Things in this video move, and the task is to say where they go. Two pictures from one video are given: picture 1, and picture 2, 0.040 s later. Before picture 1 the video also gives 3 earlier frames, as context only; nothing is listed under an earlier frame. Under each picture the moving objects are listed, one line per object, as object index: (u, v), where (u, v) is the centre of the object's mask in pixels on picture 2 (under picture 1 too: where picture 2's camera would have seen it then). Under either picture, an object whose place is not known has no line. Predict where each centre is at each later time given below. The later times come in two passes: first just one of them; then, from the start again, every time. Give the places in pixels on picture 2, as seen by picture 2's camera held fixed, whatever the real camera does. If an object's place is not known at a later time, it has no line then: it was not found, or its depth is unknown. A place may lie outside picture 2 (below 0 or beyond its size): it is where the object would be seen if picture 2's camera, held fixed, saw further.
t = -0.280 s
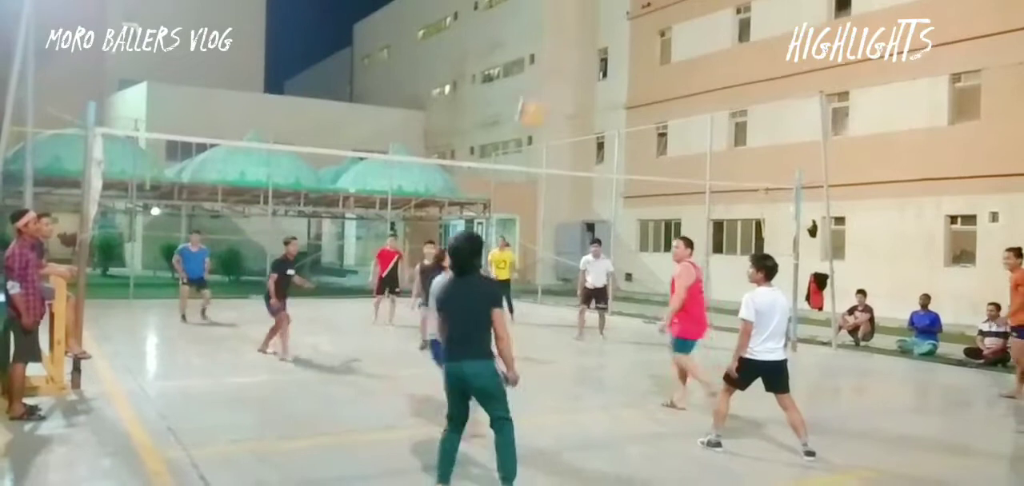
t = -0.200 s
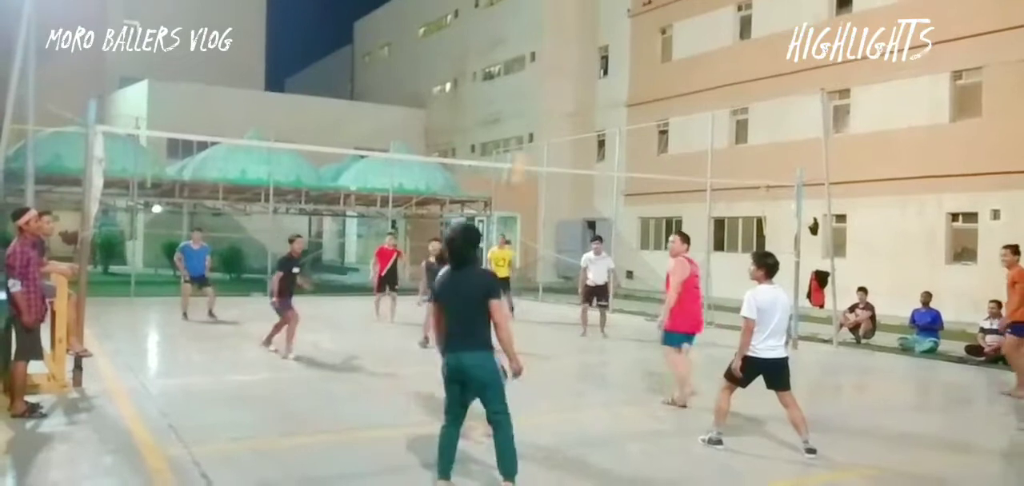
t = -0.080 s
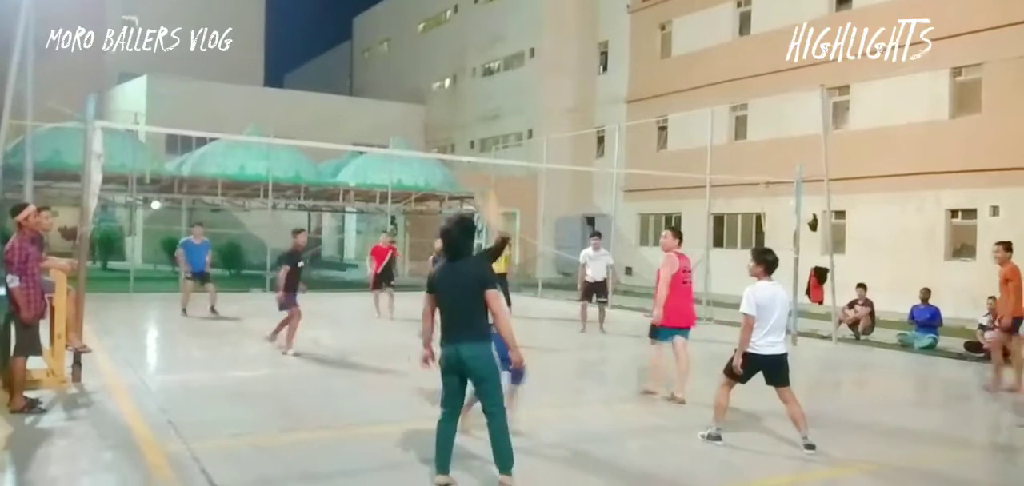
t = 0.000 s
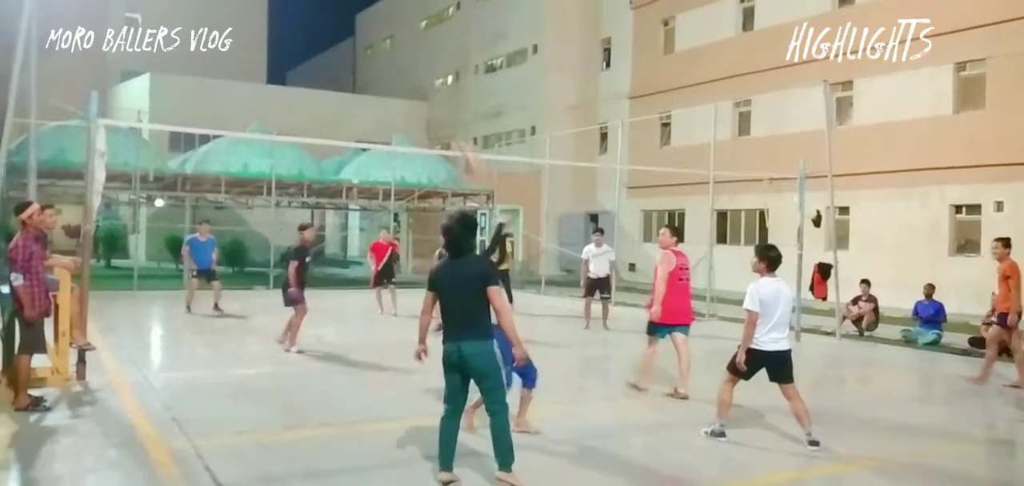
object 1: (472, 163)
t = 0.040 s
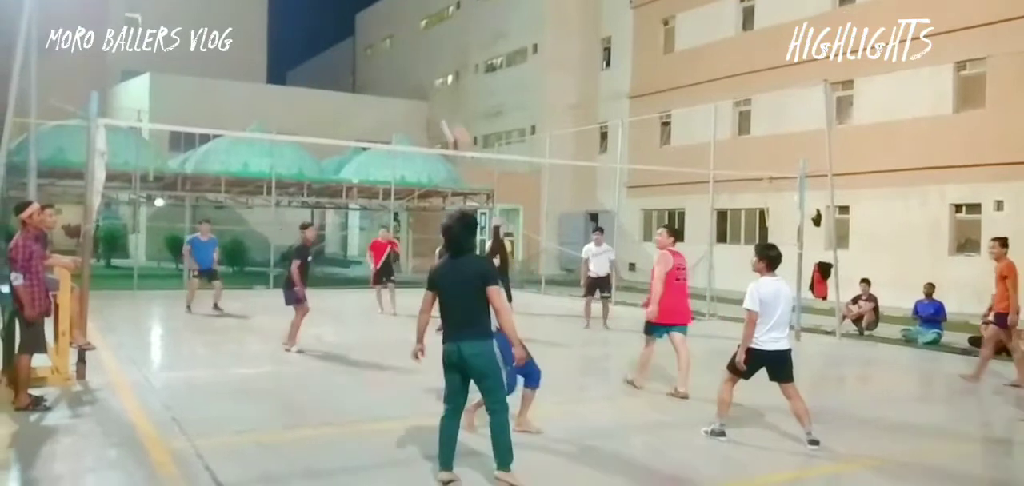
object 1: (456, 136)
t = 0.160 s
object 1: (426, 87)
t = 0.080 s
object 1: (445, 115)
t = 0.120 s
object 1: (436, 101)
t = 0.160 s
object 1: (426, 87)
